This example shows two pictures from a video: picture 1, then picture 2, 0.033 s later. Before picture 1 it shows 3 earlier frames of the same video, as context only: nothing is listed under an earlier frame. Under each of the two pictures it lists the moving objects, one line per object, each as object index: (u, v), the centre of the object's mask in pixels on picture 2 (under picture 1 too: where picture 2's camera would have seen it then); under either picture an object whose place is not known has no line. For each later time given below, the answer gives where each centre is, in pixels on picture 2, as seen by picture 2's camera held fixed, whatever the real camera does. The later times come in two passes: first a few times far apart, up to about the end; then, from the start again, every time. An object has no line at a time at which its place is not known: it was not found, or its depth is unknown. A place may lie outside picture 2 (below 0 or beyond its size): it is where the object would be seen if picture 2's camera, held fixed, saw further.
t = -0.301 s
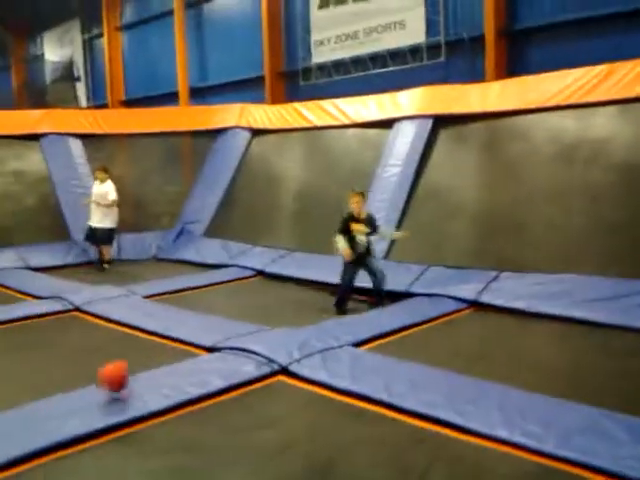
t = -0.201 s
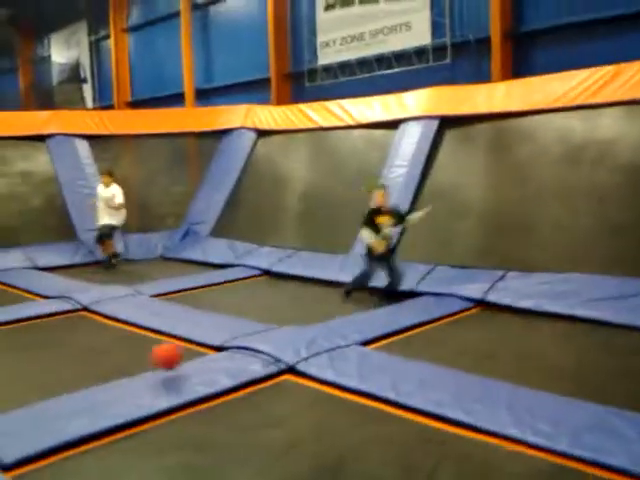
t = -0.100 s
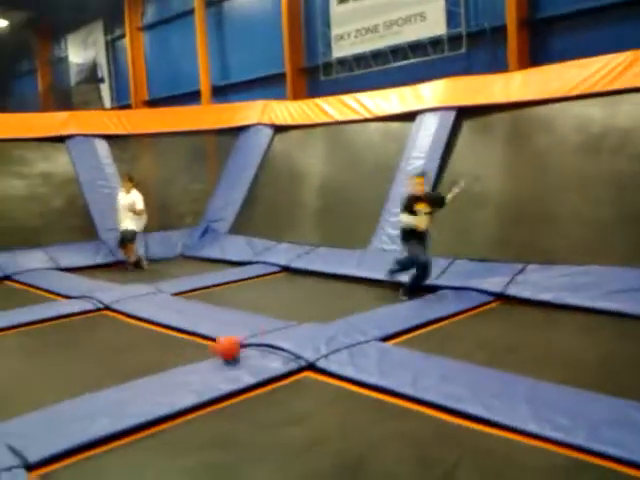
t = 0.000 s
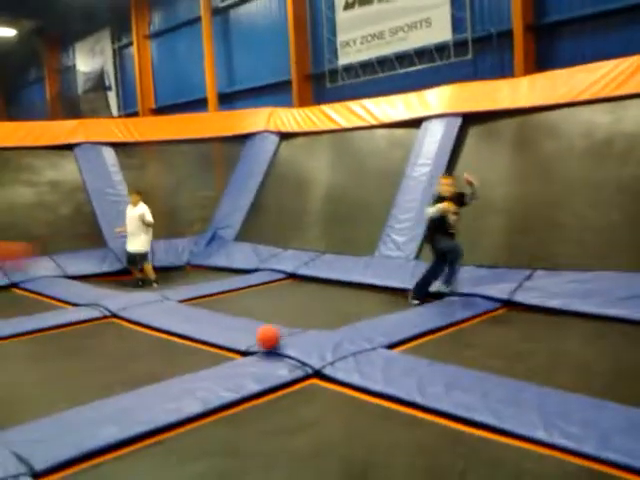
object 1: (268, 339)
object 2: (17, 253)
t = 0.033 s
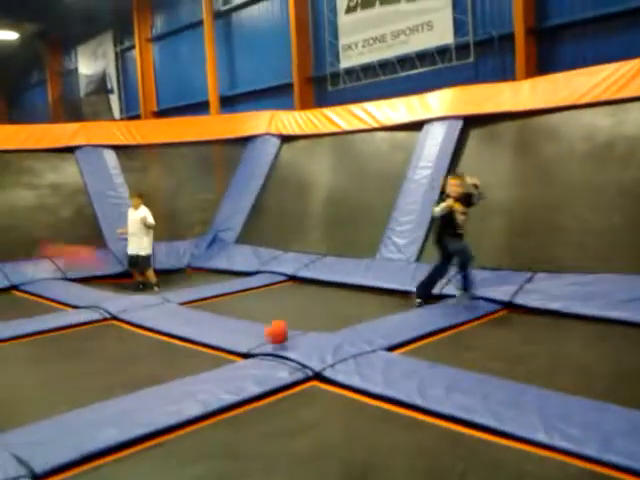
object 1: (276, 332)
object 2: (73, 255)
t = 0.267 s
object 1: (331, 316)
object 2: (320, 284)
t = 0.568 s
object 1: (384, 293)
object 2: (415, 223)
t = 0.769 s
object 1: (411, 281)
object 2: (436, 161)
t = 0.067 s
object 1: (284, 325)
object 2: (133, 261)
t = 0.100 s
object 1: (295, 320)
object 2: (185, 263)
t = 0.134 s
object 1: (301, 316)
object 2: (217, 263)
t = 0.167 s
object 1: (310, 314)
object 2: (254, 270)
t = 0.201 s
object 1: (317, 315)
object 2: (280, 274)
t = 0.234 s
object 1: (323, 315)
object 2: (302, 278)
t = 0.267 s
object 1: (331, 316)
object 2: (320, 284)
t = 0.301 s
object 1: (338, 318)
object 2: (338, 289)
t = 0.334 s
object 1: (344, 319)
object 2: (352, 292)
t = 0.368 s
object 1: (351, 315)
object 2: (362, 280)
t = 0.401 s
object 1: (357, 309)
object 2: (372, 267)
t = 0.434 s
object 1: (362, 304)
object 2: (381, 261)
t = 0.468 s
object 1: (369, 298)
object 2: (390, 250)
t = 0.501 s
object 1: (373, 295)
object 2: (399, 242)
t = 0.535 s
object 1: (379, 293)
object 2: (409, 236)
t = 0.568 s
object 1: (384, 293)
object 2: (415, 223)
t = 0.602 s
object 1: (389, 294)
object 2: (417, 211)
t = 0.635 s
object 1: (394, 295)
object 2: (420, 200)
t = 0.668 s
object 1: (400, 297)
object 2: (425, 188)
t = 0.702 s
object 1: (403, 293)
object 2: (429, 178)
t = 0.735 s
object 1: (408, 287)
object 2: (433, 169)
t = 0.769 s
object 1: (411, 281)
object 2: (436, 161)
